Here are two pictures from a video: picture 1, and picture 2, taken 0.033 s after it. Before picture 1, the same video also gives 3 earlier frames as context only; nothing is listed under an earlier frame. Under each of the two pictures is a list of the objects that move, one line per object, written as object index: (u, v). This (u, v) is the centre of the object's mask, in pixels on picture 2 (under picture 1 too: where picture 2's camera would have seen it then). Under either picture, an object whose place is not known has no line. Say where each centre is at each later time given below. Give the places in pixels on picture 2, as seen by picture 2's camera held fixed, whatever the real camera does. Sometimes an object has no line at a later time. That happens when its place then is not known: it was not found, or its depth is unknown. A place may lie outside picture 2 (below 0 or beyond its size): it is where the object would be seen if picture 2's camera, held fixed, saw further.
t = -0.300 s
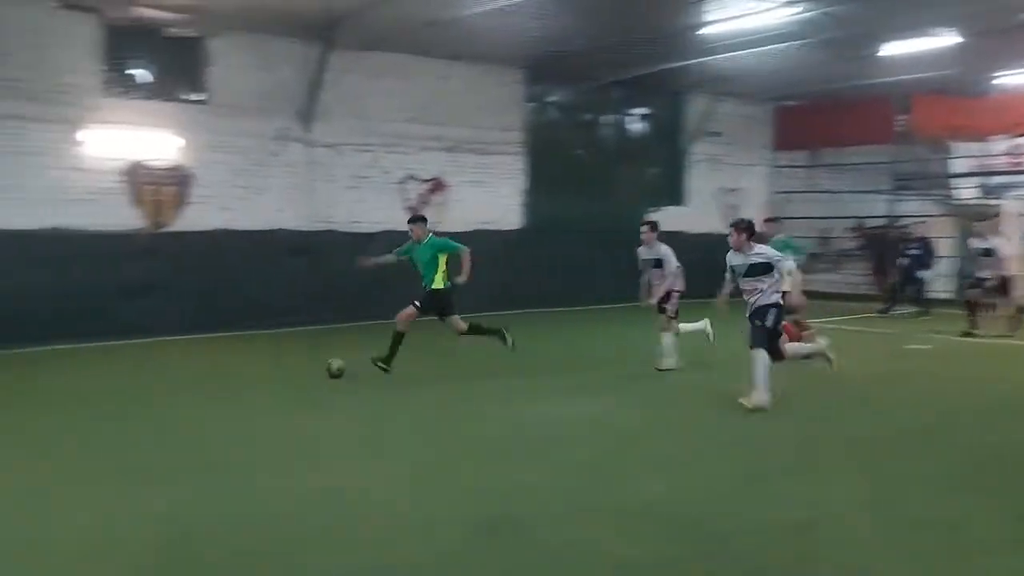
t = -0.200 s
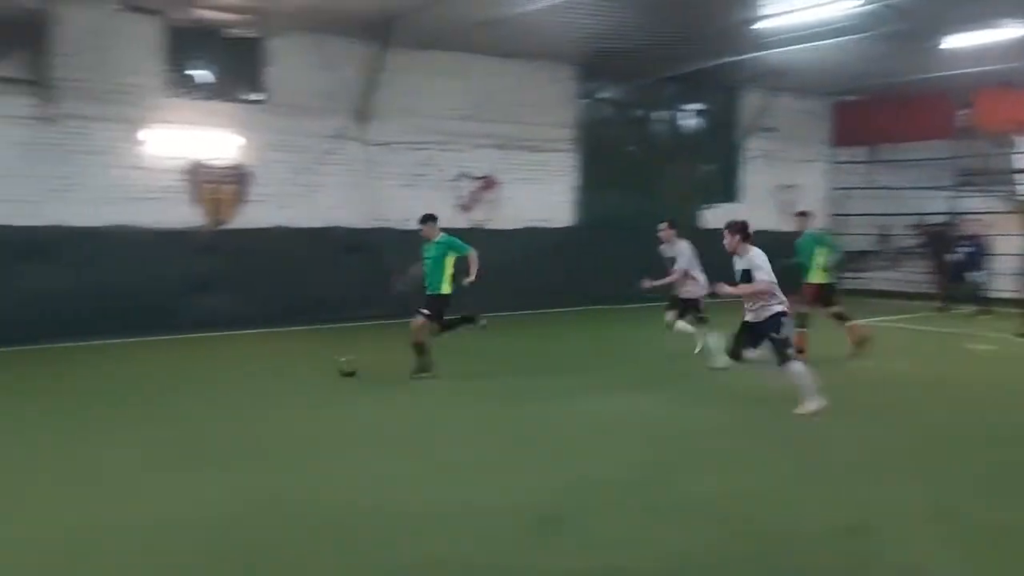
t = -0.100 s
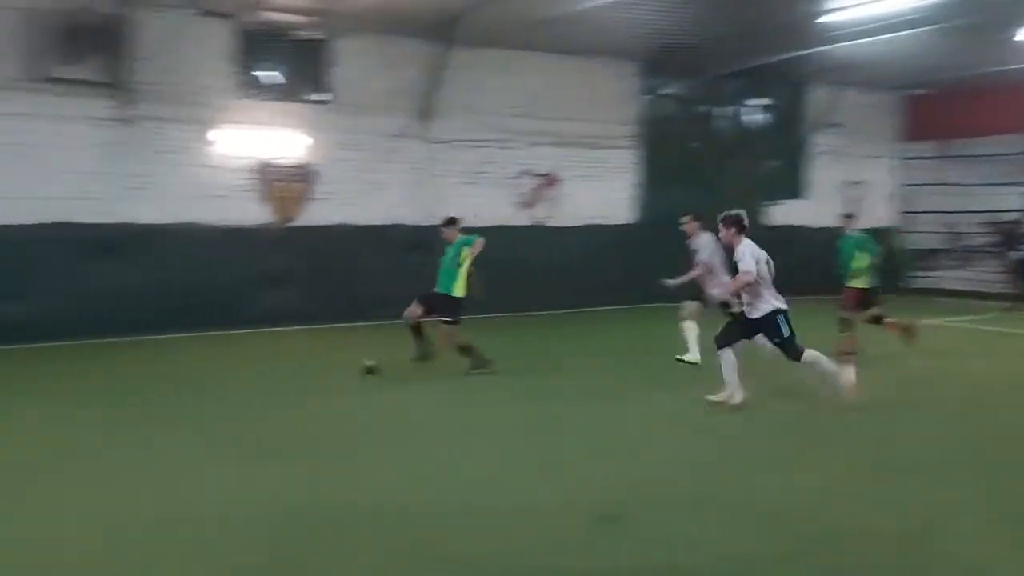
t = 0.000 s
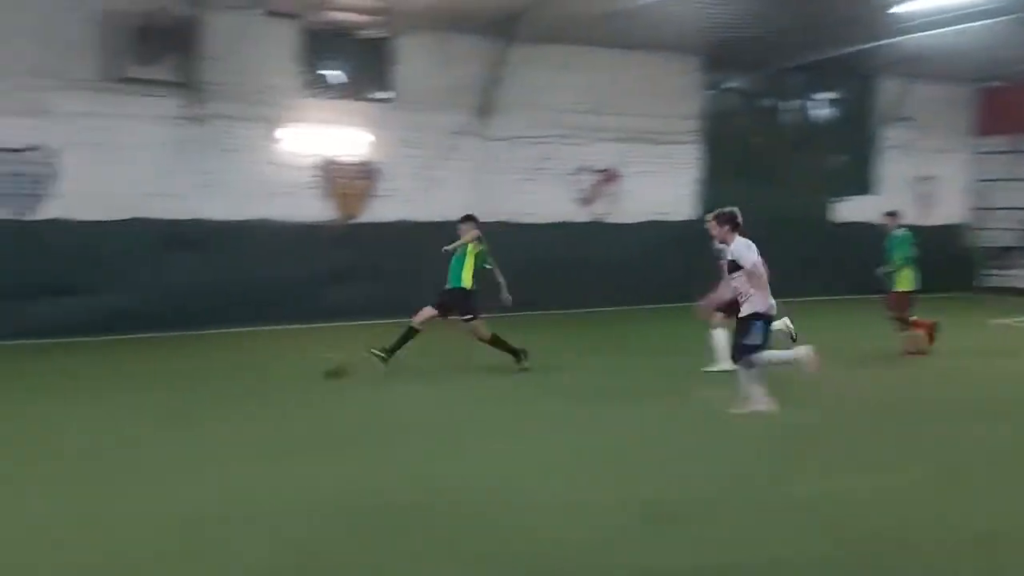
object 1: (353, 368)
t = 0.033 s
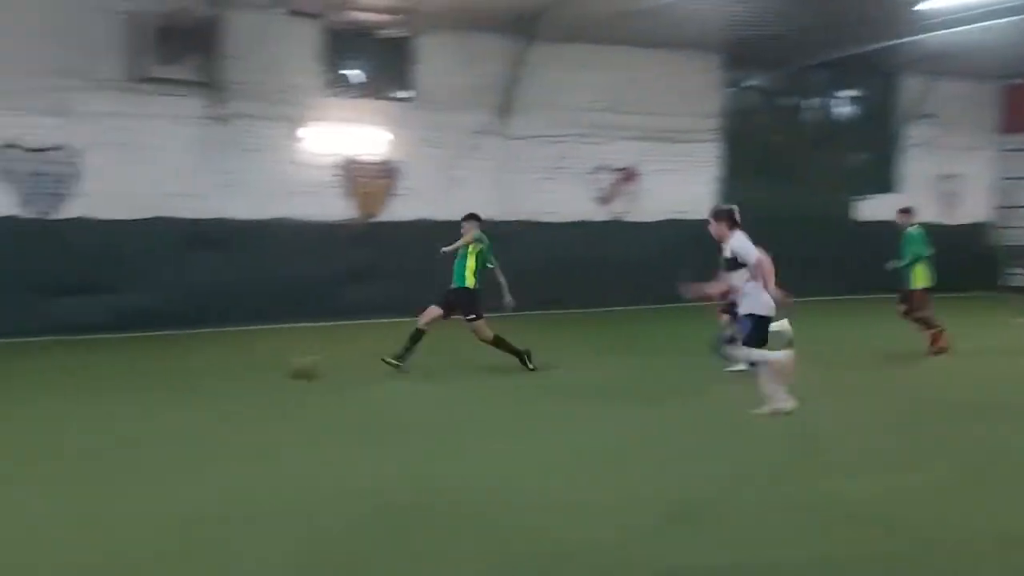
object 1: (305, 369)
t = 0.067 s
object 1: (260, 373)
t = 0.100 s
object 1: (211, 377)
